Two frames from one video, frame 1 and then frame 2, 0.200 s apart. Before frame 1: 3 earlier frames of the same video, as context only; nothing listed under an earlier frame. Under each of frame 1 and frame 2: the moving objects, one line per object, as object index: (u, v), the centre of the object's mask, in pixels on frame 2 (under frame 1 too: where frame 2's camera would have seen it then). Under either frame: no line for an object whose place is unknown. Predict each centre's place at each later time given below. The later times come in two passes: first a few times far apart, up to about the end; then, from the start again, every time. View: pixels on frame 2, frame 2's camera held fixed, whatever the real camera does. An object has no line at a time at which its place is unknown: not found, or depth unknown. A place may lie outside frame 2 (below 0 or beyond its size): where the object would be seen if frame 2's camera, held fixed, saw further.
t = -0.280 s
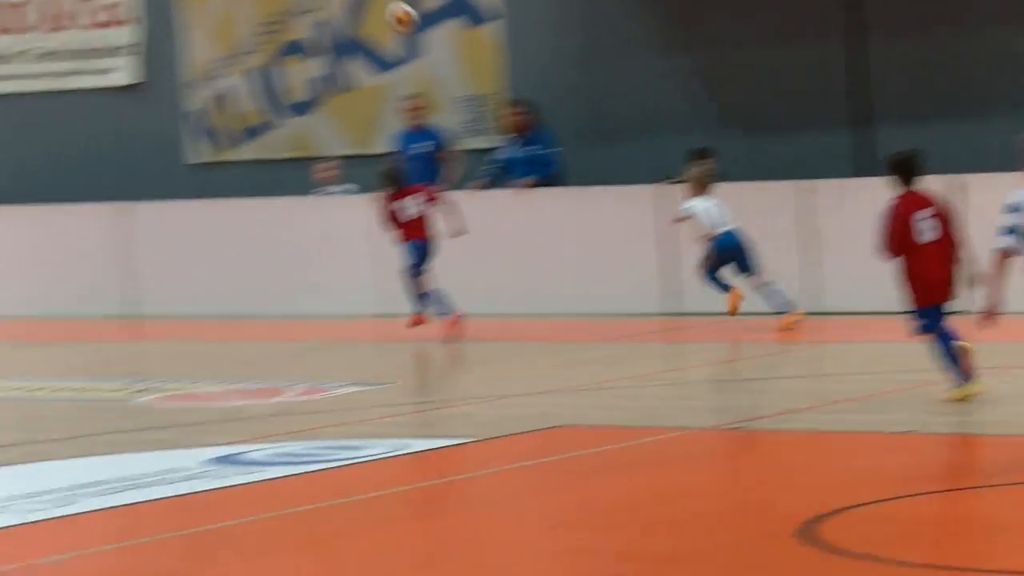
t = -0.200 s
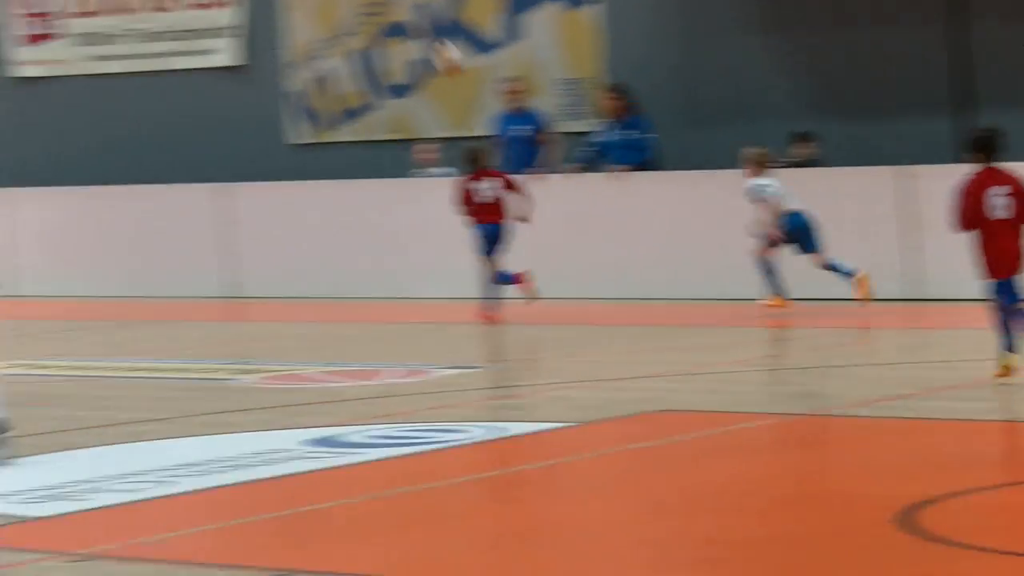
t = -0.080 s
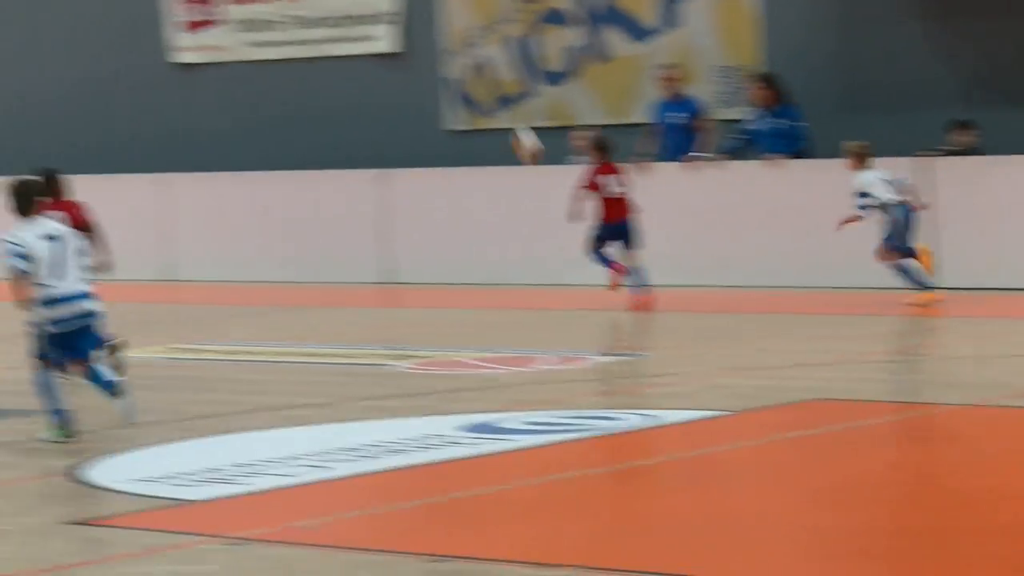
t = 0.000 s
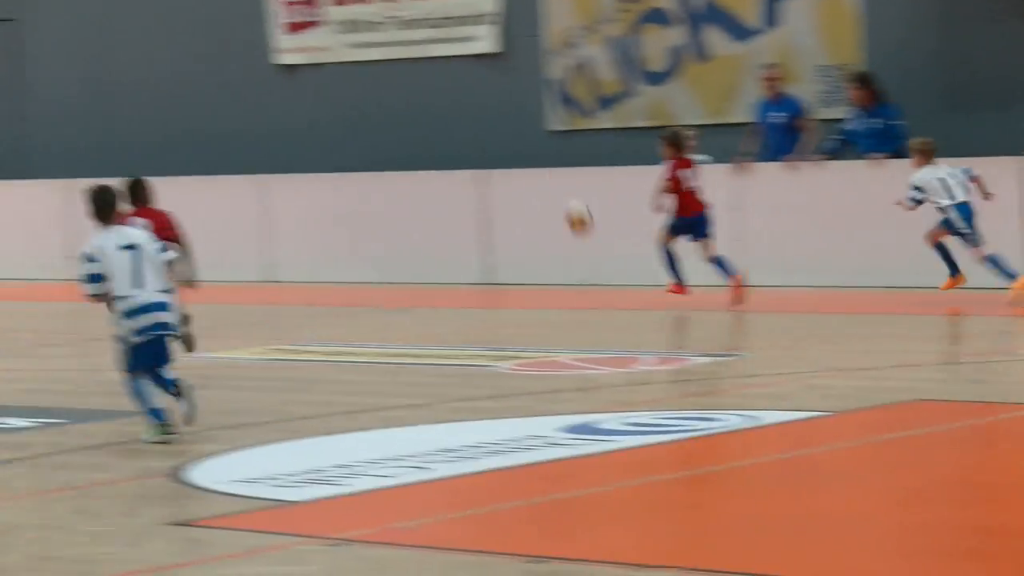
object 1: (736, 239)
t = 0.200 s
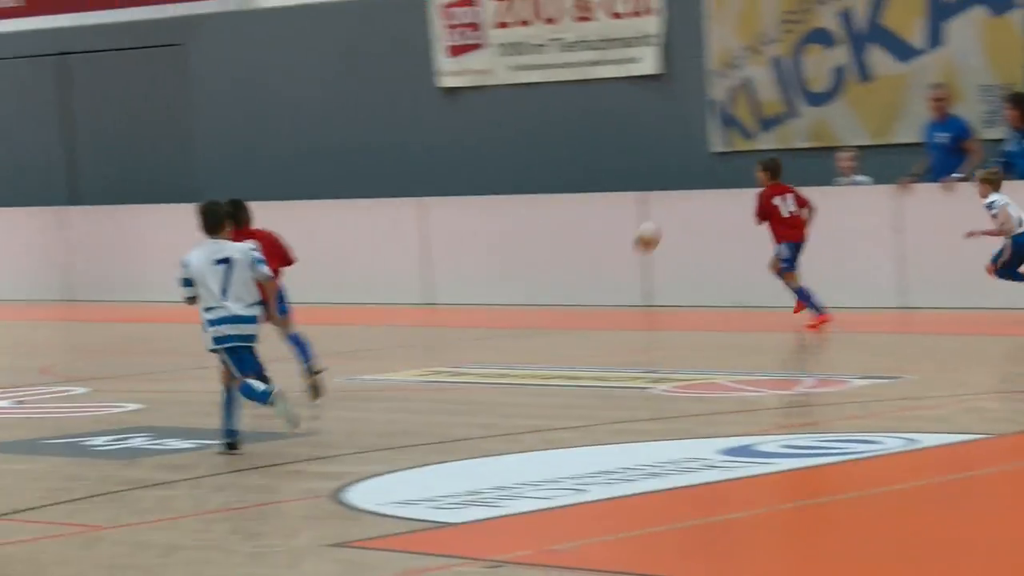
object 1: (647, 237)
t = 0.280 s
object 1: (618, 191)
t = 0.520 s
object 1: (543, 112)
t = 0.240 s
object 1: (632, 214)
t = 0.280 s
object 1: (618, 191)
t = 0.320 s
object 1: (605, 174)
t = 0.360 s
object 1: (592, 157)
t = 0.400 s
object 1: (579, 143)
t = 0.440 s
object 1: (567, 130)
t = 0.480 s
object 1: (555, 120)
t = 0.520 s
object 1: (543, 112)
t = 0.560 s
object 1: (535, 108)
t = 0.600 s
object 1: (525, 102)
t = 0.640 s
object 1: (514, 98)
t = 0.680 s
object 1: (493, 98)
